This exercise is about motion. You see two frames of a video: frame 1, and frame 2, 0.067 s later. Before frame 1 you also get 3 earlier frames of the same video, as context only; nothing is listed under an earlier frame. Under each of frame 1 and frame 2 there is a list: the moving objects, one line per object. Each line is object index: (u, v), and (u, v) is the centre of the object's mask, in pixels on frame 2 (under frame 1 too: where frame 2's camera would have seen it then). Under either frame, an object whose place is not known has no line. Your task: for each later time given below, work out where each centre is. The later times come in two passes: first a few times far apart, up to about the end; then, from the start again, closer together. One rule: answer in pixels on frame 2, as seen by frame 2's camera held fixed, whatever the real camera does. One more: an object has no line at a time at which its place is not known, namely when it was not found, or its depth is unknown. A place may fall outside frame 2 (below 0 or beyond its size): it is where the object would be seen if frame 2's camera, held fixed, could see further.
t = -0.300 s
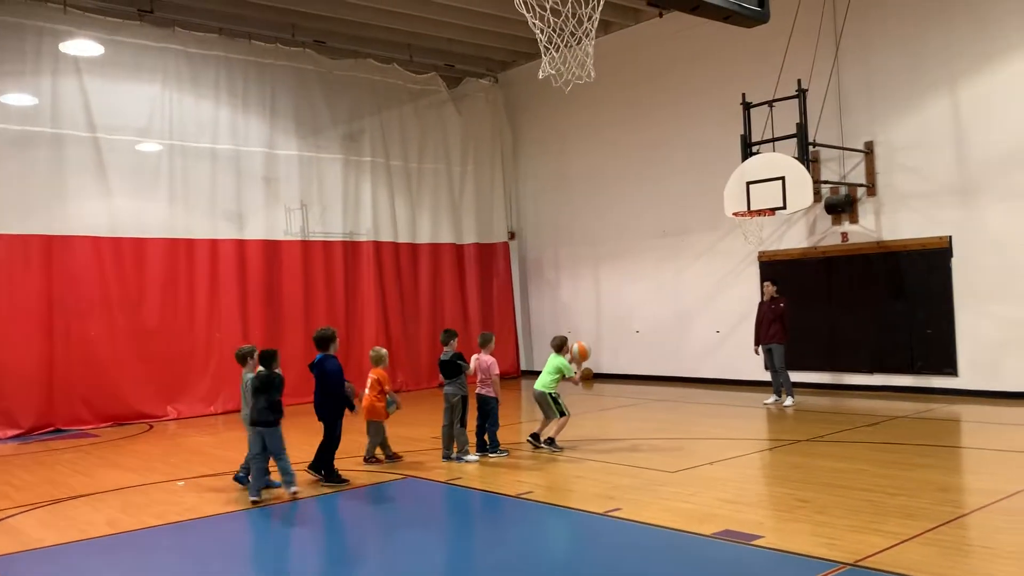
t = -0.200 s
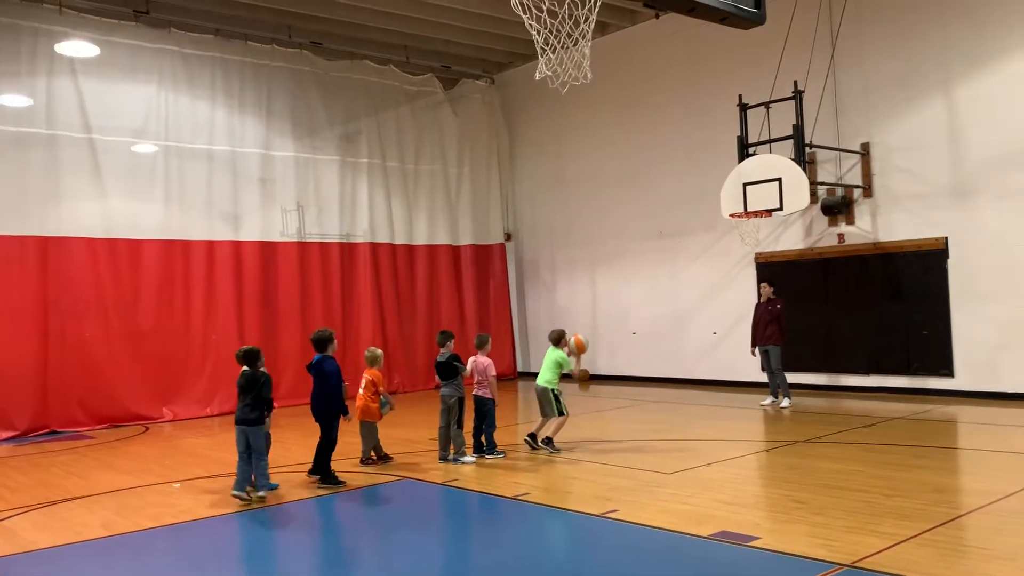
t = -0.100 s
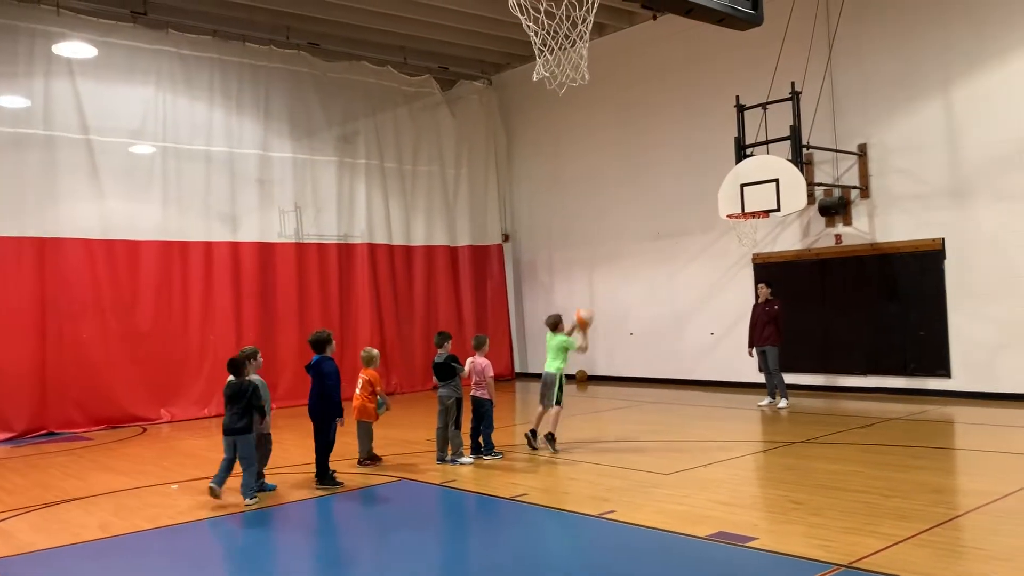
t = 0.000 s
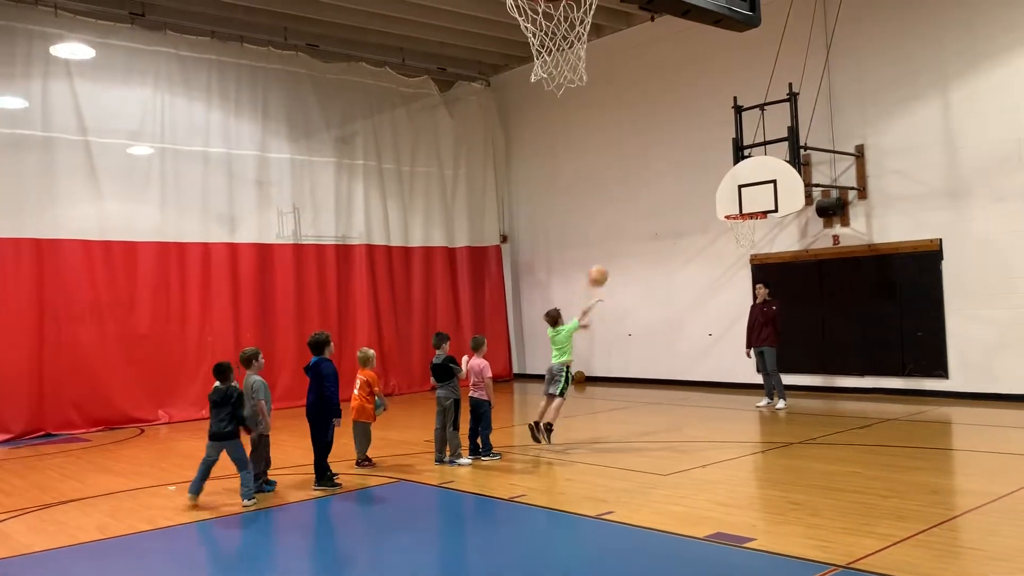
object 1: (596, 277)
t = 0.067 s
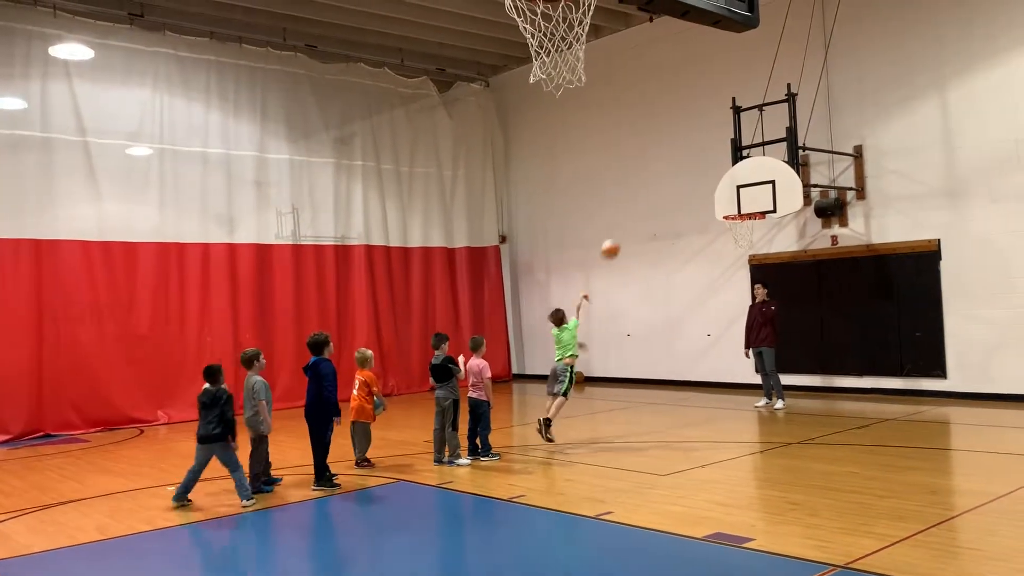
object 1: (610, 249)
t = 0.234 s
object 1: (642, 201)
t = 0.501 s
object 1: (690, 176)
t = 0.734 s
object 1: (727, 197)
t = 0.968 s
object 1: (753, 200)
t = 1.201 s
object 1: (776, 213)
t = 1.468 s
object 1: (810, 286)
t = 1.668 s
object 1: (839, 392)
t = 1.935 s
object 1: (861, 347)
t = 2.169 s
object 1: (879, 293)
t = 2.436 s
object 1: (905, 295)
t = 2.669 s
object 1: (935, 362)
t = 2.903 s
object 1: (969, 443)
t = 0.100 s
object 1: (617, 238)
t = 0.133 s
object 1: (624, 227)
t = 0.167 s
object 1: (629, 217)
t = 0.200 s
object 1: (636, 208)
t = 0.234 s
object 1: (642, 201)
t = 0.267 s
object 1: (648, 194)
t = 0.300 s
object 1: (654, 189)
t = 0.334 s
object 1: (661, 184)
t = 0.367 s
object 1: (665, 181)
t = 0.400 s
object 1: (672, 178)
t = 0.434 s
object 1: (678, 177)
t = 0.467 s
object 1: (684, 176)
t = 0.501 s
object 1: (690, 176)
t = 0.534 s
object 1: (695, 177)
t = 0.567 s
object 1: (700, 178)
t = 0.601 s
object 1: (706, 181)
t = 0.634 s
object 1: (712, 184)
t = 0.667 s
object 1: (718, 188)
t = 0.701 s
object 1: (722, 192)
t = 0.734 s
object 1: (727, 197)
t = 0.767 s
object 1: (732, 203)
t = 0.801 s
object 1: (738, 210)
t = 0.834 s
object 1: (741, 210)
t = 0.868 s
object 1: (744, 207)
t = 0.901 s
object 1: (747, 204)
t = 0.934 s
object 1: (750, 201)
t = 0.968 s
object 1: (753, 200)
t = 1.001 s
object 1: (756, 199)
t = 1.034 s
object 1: (759, 199)
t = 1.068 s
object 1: (762, 200)
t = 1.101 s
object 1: (765, 202)
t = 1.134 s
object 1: (769, 205)
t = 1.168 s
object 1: (773, 208)
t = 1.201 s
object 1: (776, 213)
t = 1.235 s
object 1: (780, 218)
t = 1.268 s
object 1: (784, 225)
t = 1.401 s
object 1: (801, 262)
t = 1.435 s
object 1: (805, 273)
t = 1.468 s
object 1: (810, 286)
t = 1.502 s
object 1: (814, 301)
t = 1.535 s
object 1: (819, 316)
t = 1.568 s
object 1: (824, 332)
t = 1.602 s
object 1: (829, 351)
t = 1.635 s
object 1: (834, 367)
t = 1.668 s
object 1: (839, 392)
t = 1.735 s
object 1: (850, 431)
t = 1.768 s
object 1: (852, 413)
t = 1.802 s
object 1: (853, 400)
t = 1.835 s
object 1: (855, 384)
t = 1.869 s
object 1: (857, 370)
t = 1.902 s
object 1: (859, 359)
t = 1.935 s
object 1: (861, 347)
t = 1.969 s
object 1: (863, 337)
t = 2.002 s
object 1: (865, 327)
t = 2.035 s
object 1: (868, 318)
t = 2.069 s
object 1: (871, 310)
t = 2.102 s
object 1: (873, 303)
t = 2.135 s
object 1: (876, 297)
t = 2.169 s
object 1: (879, 293)
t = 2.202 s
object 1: (882, 289)
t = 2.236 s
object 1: (884, 287)
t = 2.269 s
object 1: (888, 285)
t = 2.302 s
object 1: (891, 285)
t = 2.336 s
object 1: (894, 286)
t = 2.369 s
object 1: (898, 288)
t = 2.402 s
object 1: (901, 291)
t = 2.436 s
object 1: (905, 295)
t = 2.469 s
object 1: (909, 301)
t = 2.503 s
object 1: (913, 307)
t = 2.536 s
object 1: (917, 315)
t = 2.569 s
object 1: (922, 325)
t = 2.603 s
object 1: (926, 336)
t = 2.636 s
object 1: (930, 348)
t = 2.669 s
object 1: (935, 362)
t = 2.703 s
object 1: (940, 376)
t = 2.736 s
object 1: (945, 393)
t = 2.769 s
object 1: (950, 410)
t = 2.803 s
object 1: (956, 431)
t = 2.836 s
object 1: (962, 453)
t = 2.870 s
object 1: (966, 460)
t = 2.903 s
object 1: (969, 443)
